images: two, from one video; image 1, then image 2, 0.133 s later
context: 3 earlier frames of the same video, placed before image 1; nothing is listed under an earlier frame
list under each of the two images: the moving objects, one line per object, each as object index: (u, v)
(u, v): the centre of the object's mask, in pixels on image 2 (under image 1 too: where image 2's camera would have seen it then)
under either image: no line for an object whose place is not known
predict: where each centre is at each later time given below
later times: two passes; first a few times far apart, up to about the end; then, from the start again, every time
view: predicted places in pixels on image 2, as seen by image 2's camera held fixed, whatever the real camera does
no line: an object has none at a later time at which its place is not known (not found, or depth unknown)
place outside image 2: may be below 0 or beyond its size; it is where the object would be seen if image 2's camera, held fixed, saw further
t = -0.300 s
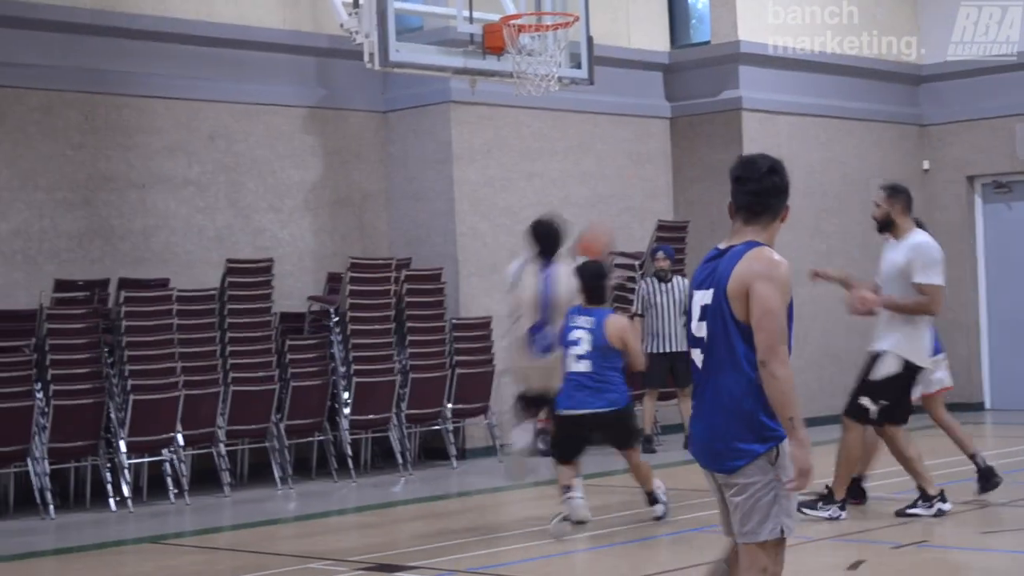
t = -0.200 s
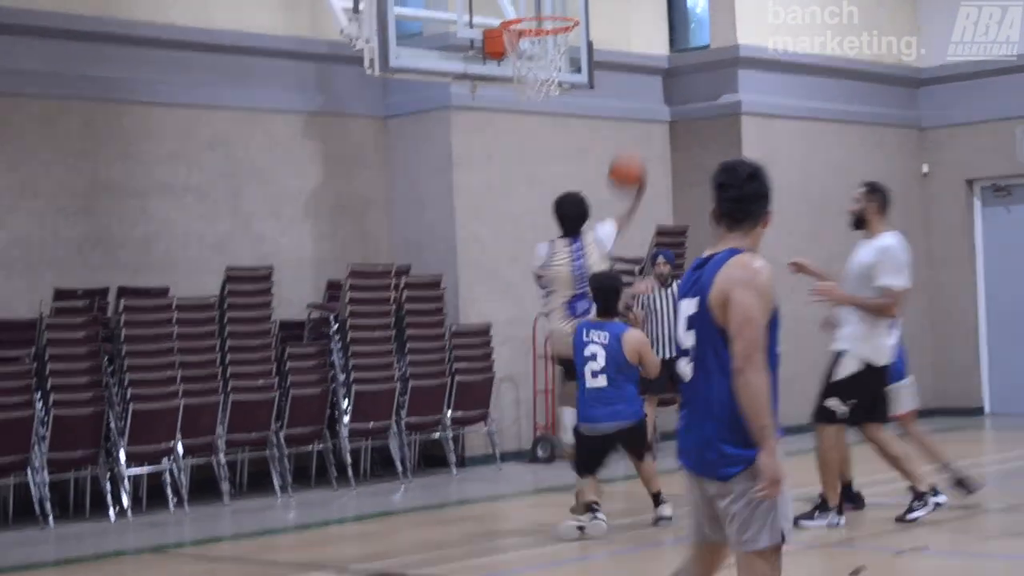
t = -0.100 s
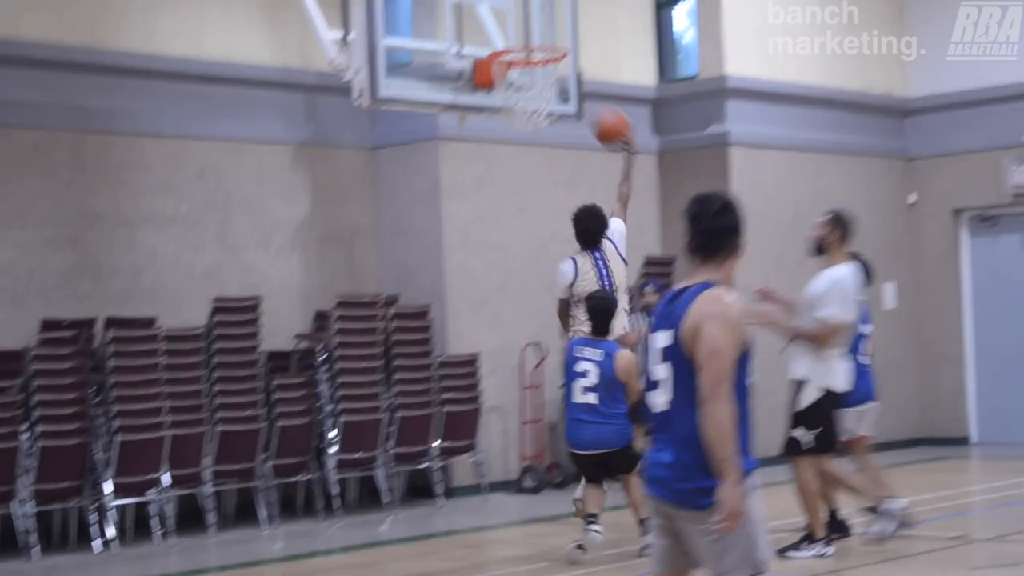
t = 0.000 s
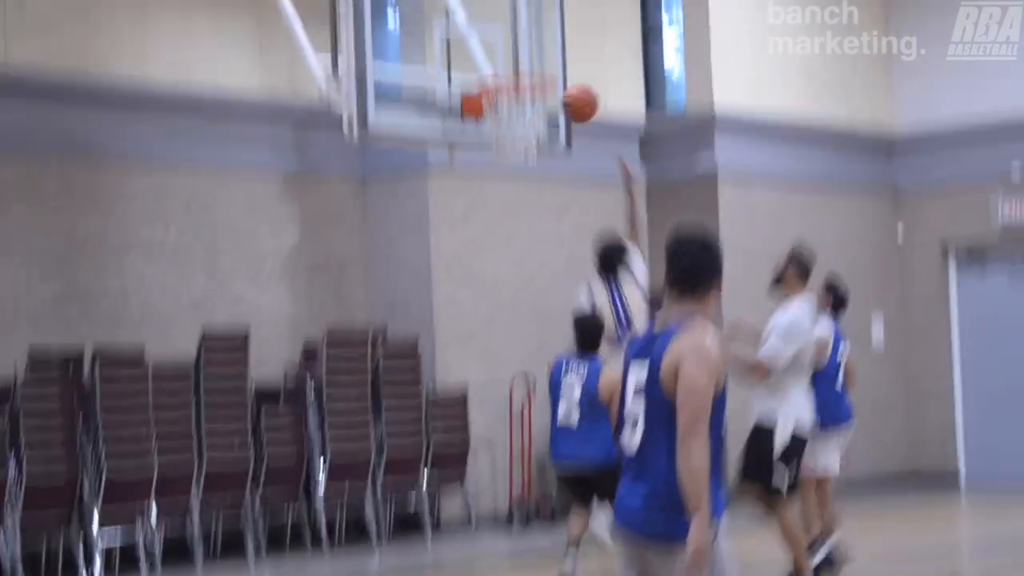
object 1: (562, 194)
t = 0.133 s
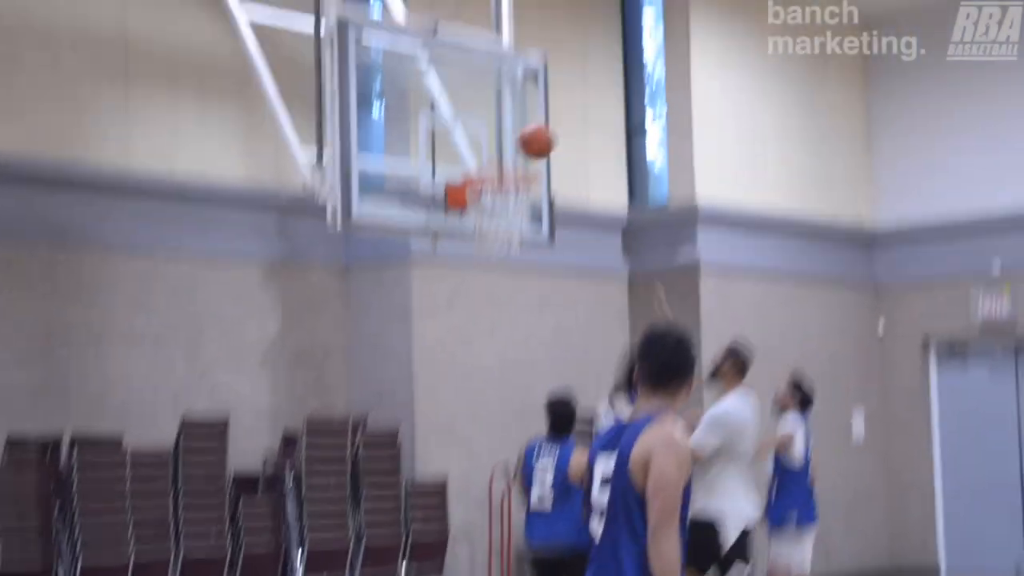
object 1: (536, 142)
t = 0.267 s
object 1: (510, 118)
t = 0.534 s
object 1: (497, 153)
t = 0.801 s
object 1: (502, 218)
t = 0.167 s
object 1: (530, 132)
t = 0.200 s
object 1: (522, 127)
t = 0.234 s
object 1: (516, 122)
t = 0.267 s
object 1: (510, 118)
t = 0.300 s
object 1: (504, 115)
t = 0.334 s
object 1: (499, 116)
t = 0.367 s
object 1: (499, 117)
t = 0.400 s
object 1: (498, 120)
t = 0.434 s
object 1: (498, 127)
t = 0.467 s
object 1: (498, 134)
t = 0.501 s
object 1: (497, 143)
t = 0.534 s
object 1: (497, 153)
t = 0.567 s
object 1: (496, 162)
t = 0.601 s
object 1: (496, 167)
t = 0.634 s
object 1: (497, 180)
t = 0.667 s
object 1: (496, 187)
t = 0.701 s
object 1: (497, 195)
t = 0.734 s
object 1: (498, 201)
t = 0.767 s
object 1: (500, 213)
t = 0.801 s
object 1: (502, 218)
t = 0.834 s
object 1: (504, 219)
